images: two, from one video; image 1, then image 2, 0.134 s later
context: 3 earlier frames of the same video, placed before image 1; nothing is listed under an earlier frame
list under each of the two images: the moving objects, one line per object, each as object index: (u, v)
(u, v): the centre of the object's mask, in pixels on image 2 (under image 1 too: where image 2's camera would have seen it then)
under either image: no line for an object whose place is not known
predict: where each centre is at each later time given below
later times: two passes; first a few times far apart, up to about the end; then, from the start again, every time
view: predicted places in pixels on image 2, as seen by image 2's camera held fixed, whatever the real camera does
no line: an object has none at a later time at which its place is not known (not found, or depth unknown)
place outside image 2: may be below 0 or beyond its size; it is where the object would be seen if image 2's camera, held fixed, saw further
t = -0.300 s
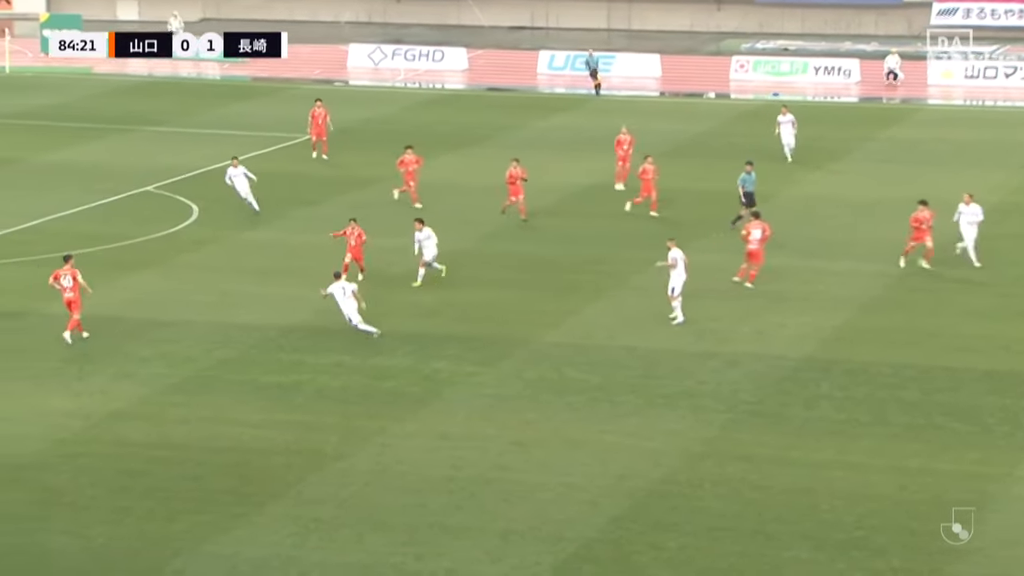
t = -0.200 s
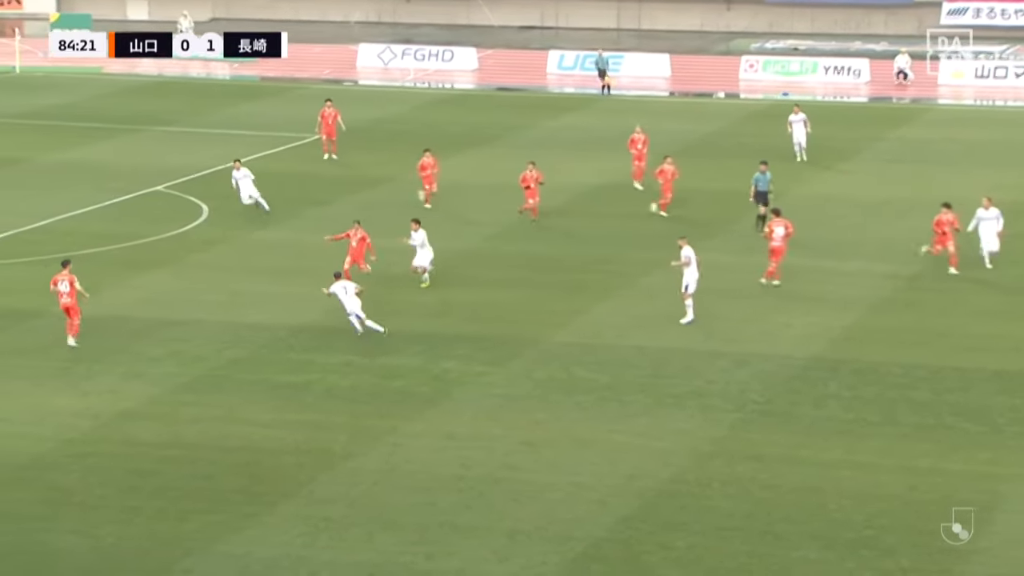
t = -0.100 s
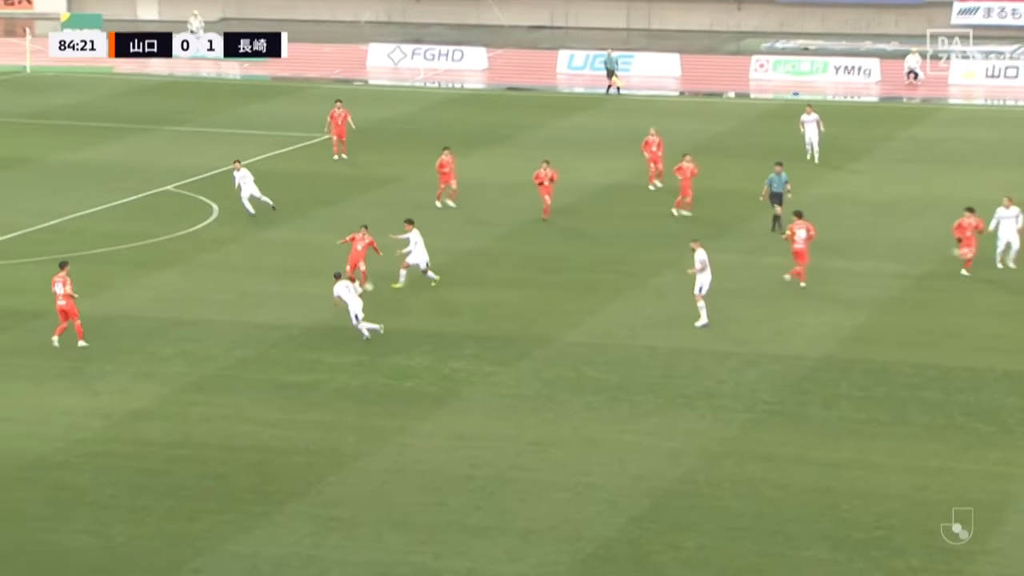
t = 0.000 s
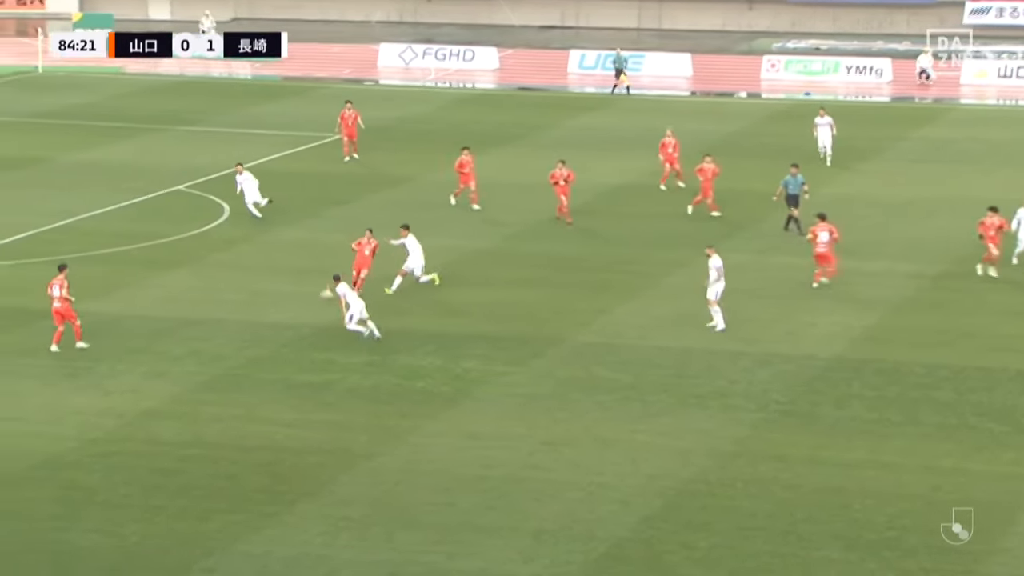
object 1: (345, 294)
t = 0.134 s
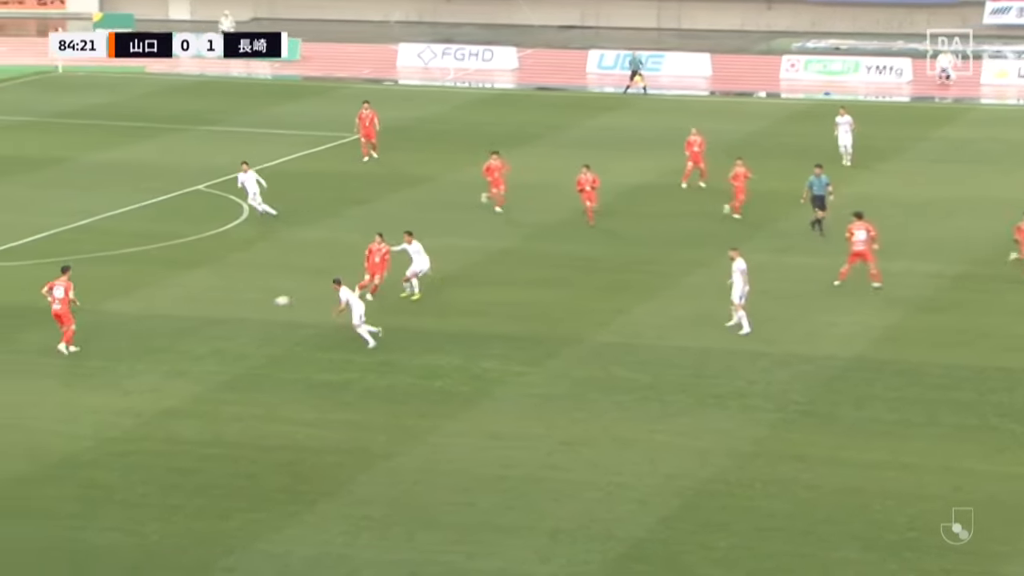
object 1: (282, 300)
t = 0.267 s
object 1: (209, 318)
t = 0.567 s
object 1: (56, 343)
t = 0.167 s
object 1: (263, 303)
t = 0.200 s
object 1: (244, 308)
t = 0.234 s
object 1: (228, 313)
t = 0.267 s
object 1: (209, 318)
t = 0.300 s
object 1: (190, 323)
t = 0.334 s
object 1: (174, 325)
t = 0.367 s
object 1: (158, 325)
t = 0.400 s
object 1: (141, 327)
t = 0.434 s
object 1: (124, 328)
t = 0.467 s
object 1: (106, 332)
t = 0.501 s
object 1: (89, 335)
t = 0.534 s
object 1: (73, 339)
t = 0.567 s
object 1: (56, 343)
